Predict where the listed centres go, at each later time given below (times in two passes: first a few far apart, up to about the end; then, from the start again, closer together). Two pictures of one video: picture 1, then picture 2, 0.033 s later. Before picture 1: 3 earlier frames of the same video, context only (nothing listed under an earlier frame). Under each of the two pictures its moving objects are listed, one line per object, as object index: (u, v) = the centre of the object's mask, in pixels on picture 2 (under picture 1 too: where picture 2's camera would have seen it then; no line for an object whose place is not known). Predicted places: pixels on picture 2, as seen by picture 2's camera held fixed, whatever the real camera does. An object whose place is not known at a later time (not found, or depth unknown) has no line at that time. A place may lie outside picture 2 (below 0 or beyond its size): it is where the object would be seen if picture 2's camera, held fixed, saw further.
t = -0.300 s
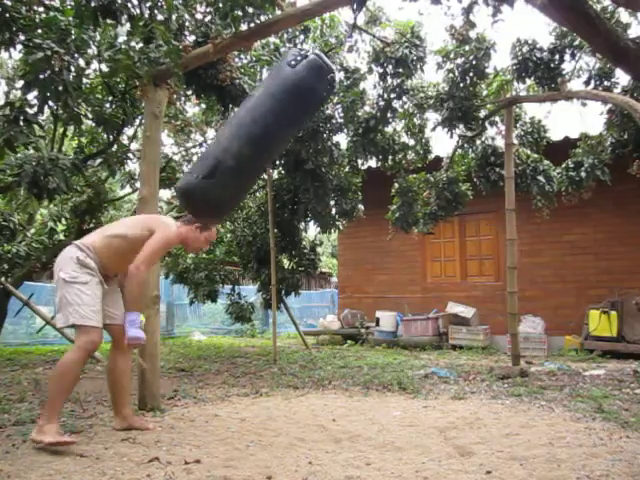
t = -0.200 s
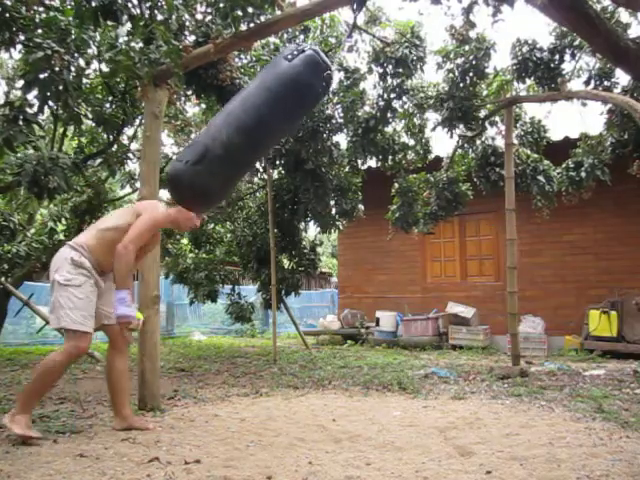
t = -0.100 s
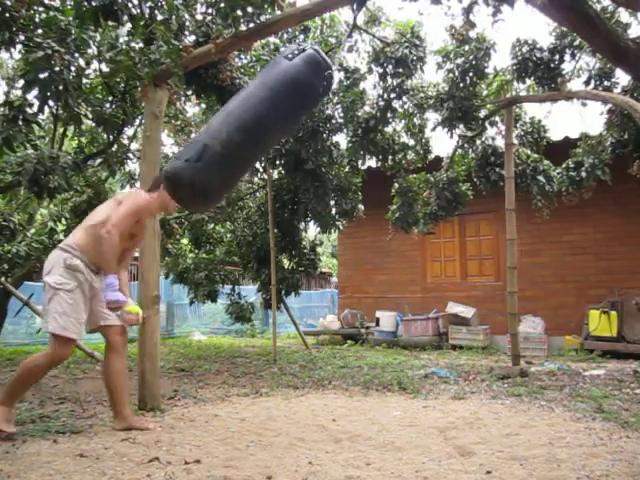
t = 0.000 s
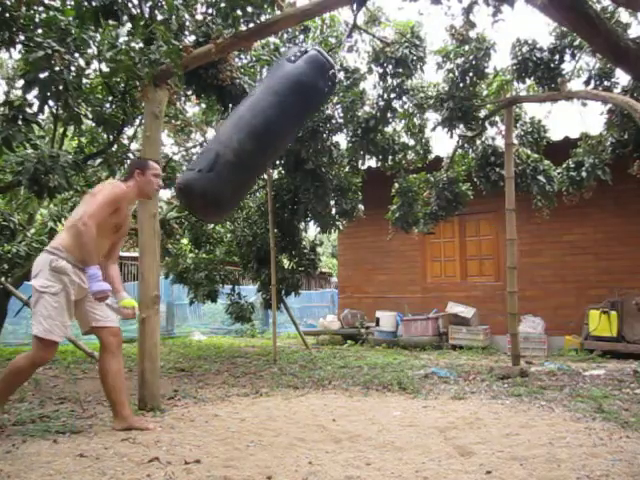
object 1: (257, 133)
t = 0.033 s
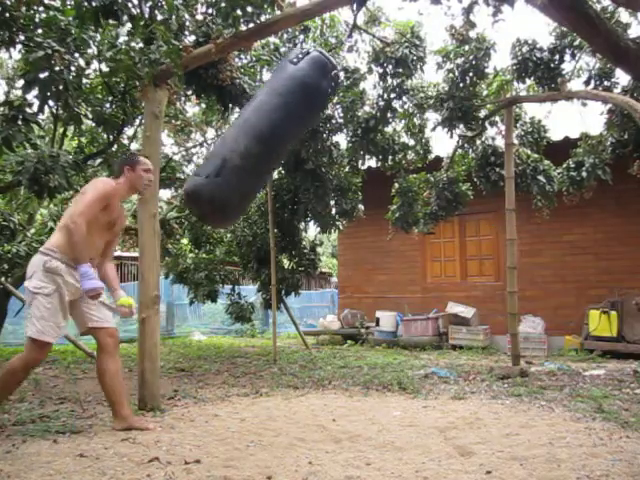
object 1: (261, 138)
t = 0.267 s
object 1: (326, 164)
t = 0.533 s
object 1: (419, 164)
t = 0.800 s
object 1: (459, 145)
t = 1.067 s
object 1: (446, 152)
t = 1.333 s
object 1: (384, 174)
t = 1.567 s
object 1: (310, 164)
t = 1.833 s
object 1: (262, 137)
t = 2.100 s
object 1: (271, 142)
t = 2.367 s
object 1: (340, 168)
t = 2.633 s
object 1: (417, 165)
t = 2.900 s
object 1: (448, 151)
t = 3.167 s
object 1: (431, 160)
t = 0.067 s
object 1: (267, 141)
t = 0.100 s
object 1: (275, 146)
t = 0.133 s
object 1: (284, 149)
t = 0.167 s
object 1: (293, 154)
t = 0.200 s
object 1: (303, 158)
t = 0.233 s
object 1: (314, 160)
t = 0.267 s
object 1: (326, 164)
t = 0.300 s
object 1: (338, 168)
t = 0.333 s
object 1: (351, 169)
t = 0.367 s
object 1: (364, 170)
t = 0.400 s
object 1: (376, 170)
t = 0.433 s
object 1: (388, 169)
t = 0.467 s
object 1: (399, 168)
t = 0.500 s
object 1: (409, 166)
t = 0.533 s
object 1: (419, 164)
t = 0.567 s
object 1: (428, 161)
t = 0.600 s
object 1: (435, 158)
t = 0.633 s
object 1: (442, 155)
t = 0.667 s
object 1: (447, 152)
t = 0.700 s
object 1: (452, 150)
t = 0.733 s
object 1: (455, 148)
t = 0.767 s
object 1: (457, 146)
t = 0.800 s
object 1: (459, 145)
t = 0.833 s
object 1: (460, 144)
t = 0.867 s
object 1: (460, 143)
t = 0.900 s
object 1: (460, 144)
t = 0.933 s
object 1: (459, 144)
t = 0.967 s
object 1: (457, 146)
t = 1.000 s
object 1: (454, 147)
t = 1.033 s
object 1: (450, 150)
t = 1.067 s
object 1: (446, 152)
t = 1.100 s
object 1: (441, 155)
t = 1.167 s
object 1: (429, 162)
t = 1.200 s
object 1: (421, 165)
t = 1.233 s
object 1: (412, 167)
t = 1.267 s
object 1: (404, 170)
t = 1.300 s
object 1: (394, 172)
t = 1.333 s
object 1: (384, 174)
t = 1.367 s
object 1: (374, 175)
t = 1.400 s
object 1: (364, 174)
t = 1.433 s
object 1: (352, 173)
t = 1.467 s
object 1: (341, 172)
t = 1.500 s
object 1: (330, 170)
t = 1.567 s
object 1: (310, 164)
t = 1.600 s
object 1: (301, 161)
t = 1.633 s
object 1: (293, 158)
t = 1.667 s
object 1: (286, 153)
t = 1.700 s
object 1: (279, 149)
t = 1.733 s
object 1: (273, 146)
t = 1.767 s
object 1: (268, 142)
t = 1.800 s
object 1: (265, 139)
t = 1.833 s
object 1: (262, 137)
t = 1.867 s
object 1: (260, 136)
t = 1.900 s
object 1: (259, 135)
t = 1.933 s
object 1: (258, 135)
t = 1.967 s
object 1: (260, 135)
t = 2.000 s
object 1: (261, 135)
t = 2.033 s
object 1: (264, 137)
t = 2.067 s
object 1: (266, 139)
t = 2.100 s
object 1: (271, 142)
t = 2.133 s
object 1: (278, 145)
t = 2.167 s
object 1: (284, 148)
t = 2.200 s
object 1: (292, 152)
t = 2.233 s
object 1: (300, 156)
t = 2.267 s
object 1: (309, 159)
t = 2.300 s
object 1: (319, 161)
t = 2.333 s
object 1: (329, 165)
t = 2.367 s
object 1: (340, 168)
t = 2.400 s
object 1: (351, 168)
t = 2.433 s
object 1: (362, 169)
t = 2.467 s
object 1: (373, 170)
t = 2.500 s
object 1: (382, 170)
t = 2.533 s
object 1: (393, 170)
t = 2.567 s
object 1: (402, 168)
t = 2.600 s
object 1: (409, 166)
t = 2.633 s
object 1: (417, 165)
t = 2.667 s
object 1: (425, 163)
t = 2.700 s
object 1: (430, 160)
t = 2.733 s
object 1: (435, 158)
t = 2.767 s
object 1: (439, 156)
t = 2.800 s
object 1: (442, 154)
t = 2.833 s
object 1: (445, 153)
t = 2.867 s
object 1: (447, 152)
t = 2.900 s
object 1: (448, 151)
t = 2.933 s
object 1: (448, 151)
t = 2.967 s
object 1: (448, 151)
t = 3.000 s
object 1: (447, 152)
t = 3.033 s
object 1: (445, 153)
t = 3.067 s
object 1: (443, 154)
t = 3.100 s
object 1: (439, 156)
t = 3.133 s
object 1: (435, 158)
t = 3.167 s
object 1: (431, 160)
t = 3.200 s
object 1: (426, 163)
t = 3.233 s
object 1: (420, 165)
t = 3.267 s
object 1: (414, 168)
